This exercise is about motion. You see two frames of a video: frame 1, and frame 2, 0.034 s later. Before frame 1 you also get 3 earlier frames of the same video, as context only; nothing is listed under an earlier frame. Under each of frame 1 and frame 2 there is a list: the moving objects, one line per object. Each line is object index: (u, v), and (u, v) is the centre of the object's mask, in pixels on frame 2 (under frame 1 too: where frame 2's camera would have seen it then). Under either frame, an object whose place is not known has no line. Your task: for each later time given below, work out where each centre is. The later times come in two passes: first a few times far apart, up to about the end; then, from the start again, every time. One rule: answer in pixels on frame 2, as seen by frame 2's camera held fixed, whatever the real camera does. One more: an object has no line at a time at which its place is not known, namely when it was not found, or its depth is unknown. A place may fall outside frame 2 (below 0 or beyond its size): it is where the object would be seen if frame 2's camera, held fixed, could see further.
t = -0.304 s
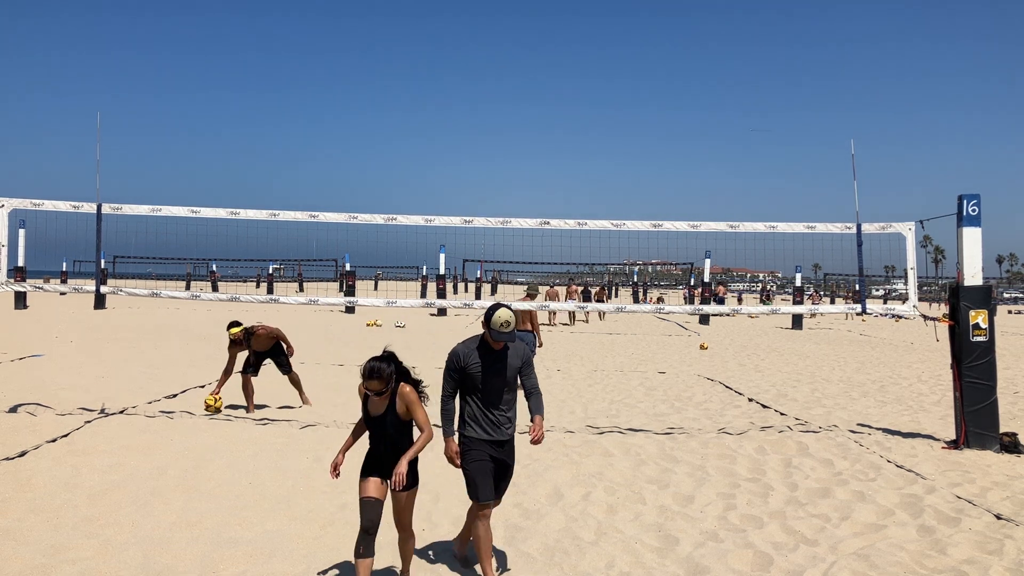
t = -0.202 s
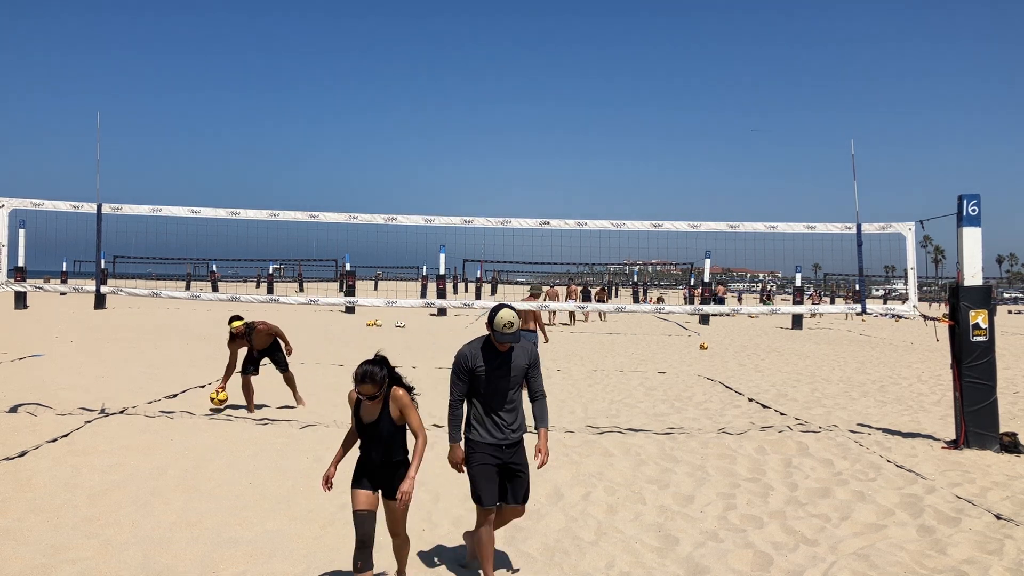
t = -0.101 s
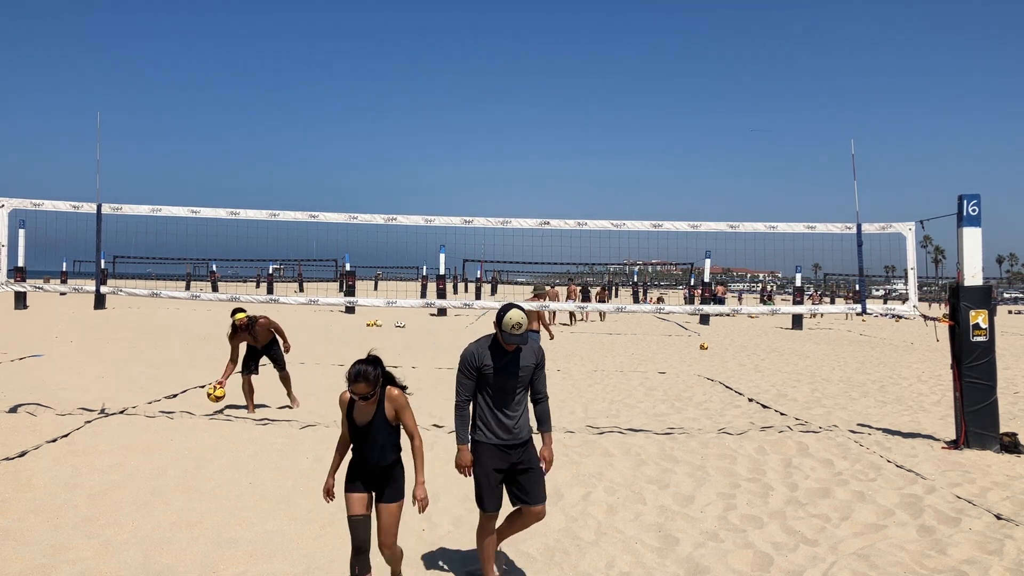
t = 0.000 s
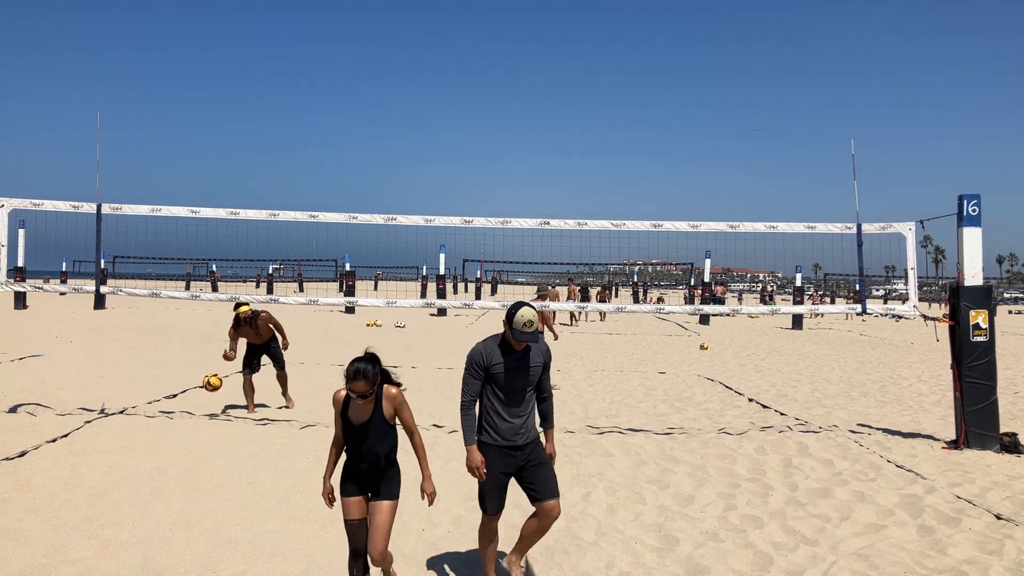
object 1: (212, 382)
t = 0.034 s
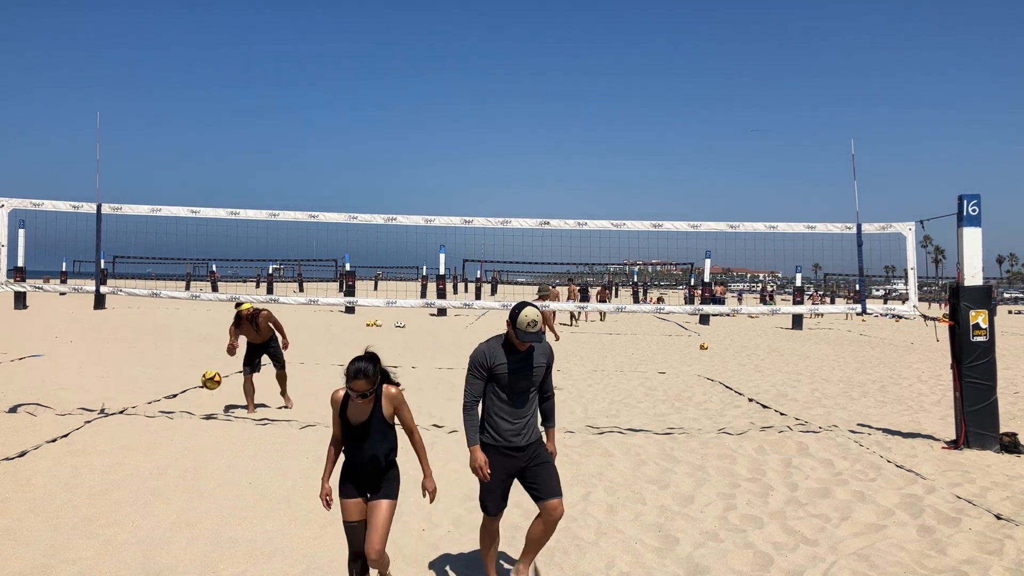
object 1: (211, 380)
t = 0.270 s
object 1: (202, 393)
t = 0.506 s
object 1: (189, 483)
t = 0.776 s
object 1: (184, 493)
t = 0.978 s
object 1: (179, 558)
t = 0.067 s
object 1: (210, 379)
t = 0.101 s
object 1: (209, 378)
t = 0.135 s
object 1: (208, 378)
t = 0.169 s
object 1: (207, 380)
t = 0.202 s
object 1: (205, 383)
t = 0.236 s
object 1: (204, 387)
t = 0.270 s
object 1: (202, 393)
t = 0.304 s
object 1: (201, 400)
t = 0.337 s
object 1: (199, 409)
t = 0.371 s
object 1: (197, 420)
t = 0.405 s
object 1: (196, 432)
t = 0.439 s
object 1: (194, 446)
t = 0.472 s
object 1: (192, 463)
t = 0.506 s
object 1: (189, 483)
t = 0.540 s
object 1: (187, 501)
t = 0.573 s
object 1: (187, 496)
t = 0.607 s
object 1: (187, 492)
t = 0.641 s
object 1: (186, 489)
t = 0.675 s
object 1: (186, 487)
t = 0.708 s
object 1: (185, 487)
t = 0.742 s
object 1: (185, 489)
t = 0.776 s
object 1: (184, 493)
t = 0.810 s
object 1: (183, 498)
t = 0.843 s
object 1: (183, 506)
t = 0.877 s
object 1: (182, 516)
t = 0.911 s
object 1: (181, 528)
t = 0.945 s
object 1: (180, 542)
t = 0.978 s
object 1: (179, 558)
